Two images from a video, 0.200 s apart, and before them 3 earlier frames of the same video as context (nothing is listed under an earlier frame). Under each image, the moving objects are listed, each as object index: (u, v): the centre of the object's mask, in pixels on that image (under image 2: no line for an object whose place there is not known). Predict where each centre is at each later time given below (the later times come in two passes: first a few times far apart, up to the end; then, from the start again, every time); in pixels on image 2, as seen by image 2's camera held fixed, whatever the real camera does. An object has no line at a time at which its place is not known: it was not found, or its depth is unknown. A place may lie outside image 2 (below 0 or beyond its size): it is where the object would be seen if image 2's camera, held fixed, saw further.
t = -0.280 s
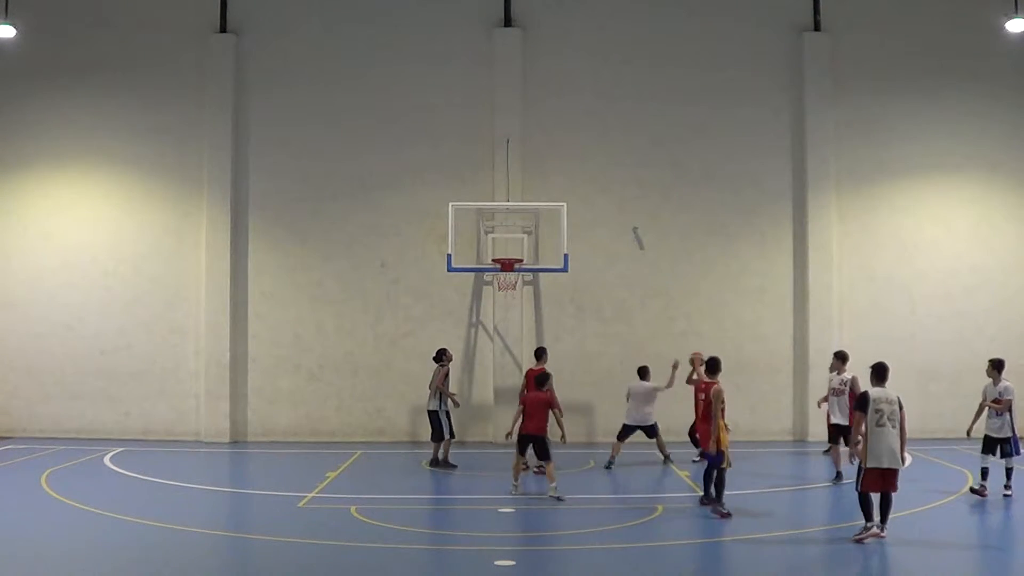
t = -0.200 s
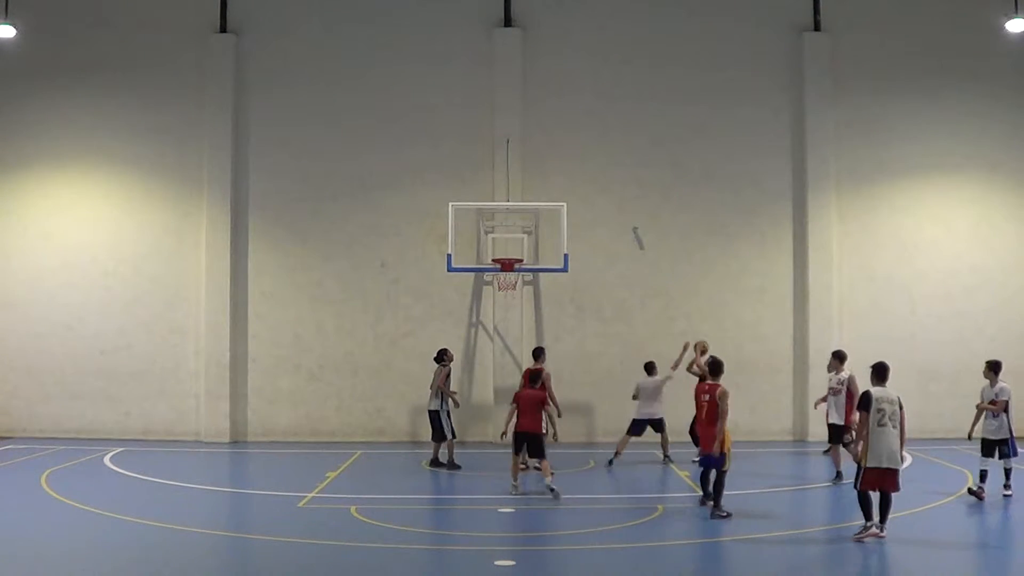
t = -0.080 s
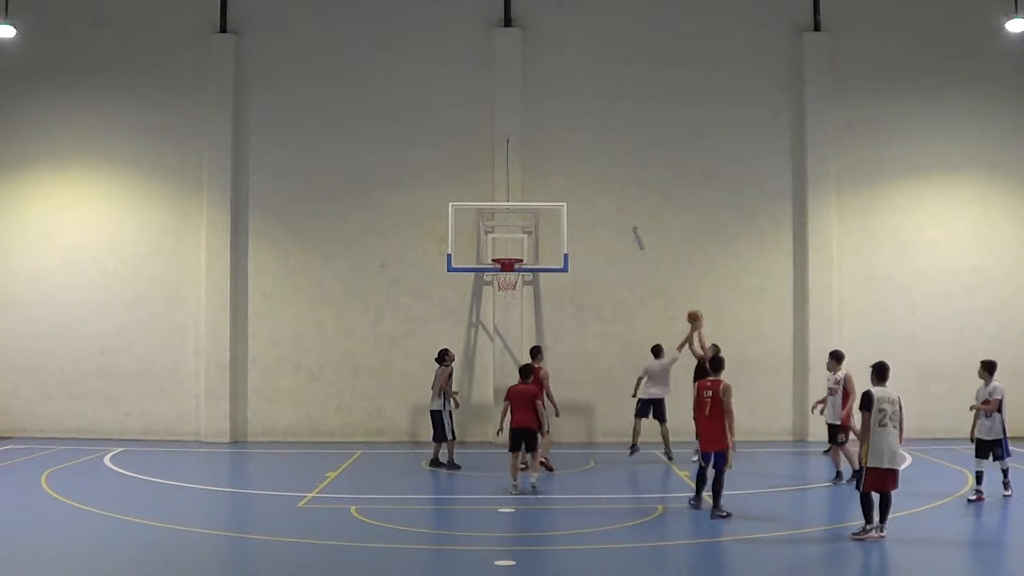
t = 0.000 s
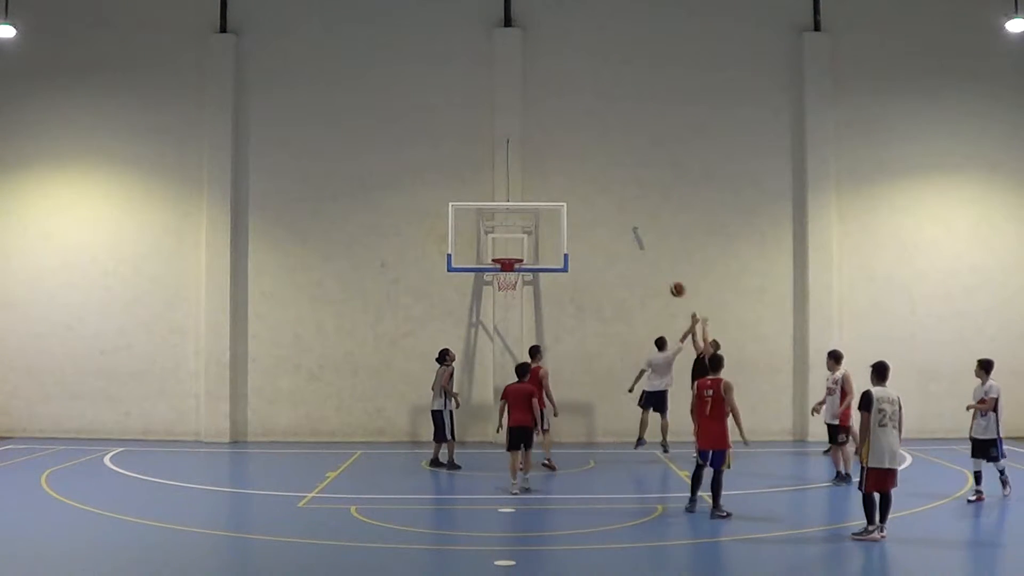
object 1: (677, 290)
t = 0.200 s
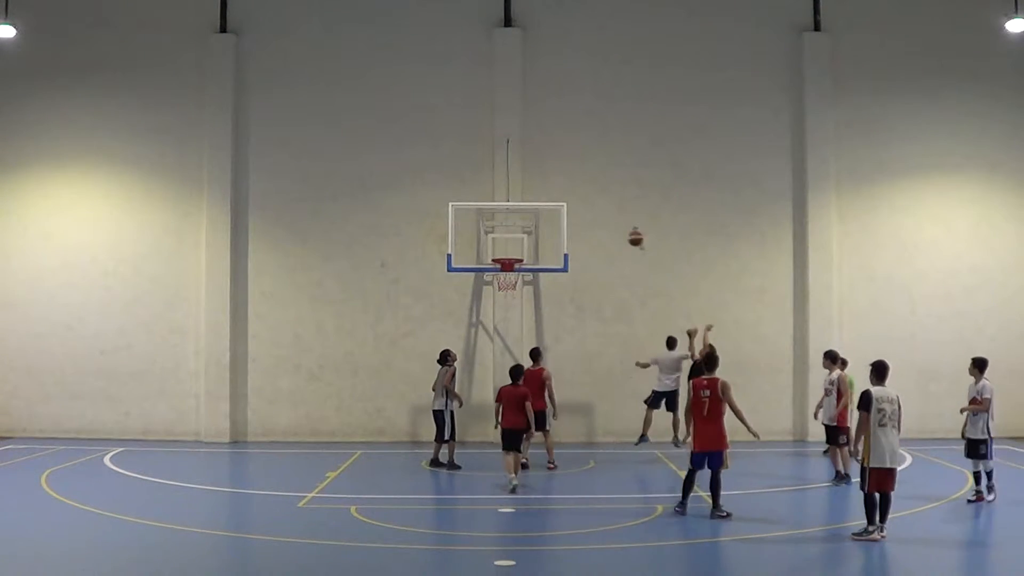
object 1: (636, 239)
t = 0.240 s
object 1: (627, 233)
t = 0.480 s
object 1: (577, 211)
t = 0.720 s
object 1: (528, 225)
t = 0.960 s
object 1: (491, 238)
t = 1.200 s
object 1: (474, 218)
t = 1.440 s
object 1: (457, 234)
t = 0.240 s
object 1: (627, 233)
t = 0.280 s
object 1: (619, 225)
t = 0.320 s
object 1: (610, 220)
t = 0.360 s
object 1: (602, 216)
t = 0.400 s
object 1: (594, 213)
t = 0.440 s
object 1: (585, 212)
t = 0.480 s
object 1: (577, 211)
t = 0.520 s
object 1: (569, 211)
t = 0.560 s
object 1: (560, 211)
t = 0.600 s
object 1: (553, 213)
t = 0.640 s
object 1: (545, 216)
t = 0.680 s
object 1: (537, 220)
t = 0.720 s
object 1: (528, 225)
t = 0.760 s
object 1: (520, 231)
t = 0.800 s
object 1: (511, 238)
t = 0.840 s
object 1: (504, 246)
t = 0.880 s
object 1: (497, 252)
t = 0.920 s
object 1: (494, 245)
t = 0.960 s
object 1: (491, 238)
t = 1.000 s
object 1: (488, 232)
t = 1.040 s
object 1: (485, 227)
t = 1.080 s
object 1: (483, 224)
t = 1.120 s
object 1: (480, 221)
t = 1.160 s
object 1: (477, 219)
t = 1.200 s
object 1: (474, 218)
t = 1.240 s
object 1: (471, 218)
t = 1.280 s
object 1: (469, 219)
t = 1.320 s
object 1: (466, 222)
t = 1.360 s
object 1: (463, 225)
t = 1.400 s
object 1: (460, 229)
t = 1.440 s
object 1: (457, 234)
